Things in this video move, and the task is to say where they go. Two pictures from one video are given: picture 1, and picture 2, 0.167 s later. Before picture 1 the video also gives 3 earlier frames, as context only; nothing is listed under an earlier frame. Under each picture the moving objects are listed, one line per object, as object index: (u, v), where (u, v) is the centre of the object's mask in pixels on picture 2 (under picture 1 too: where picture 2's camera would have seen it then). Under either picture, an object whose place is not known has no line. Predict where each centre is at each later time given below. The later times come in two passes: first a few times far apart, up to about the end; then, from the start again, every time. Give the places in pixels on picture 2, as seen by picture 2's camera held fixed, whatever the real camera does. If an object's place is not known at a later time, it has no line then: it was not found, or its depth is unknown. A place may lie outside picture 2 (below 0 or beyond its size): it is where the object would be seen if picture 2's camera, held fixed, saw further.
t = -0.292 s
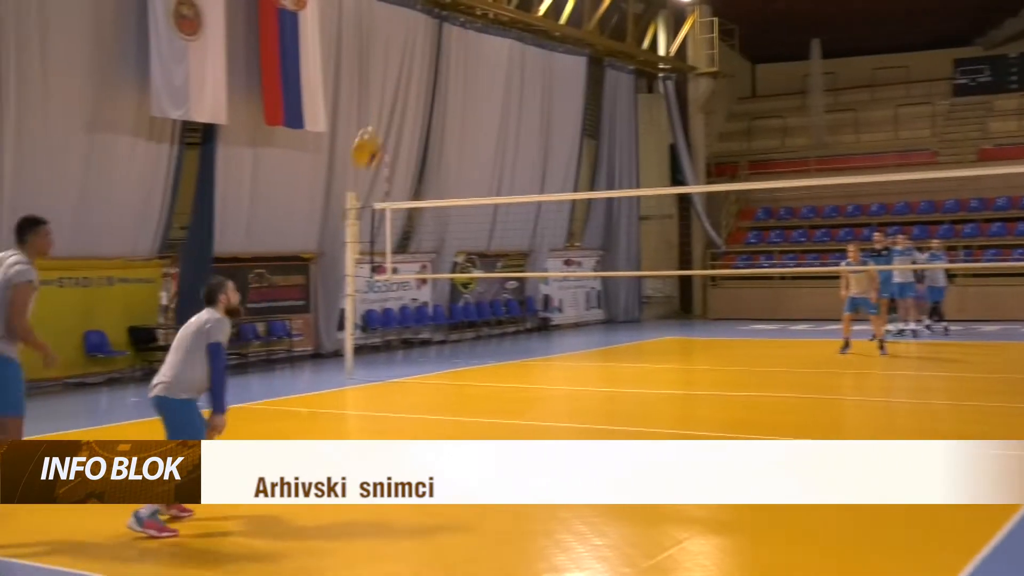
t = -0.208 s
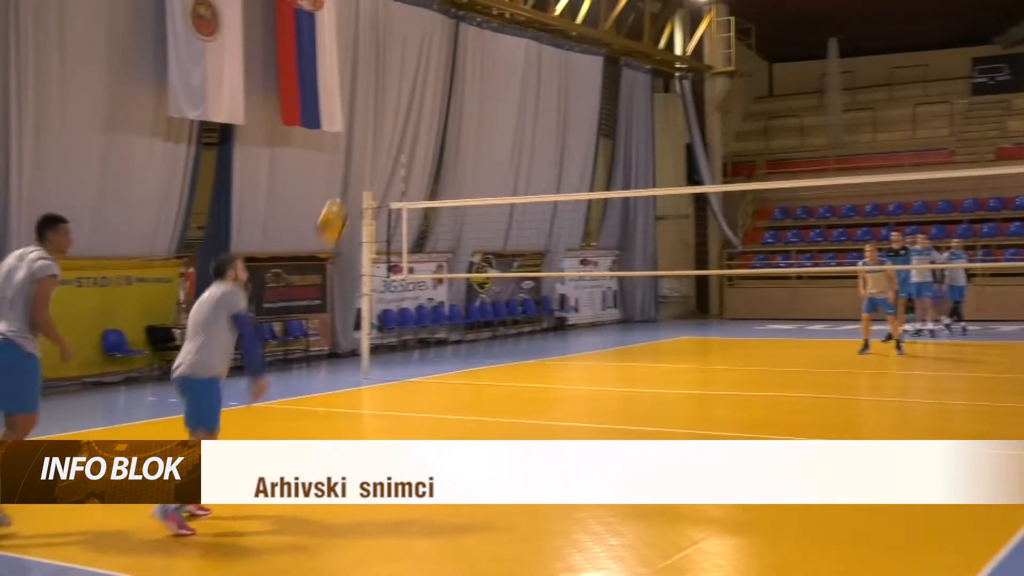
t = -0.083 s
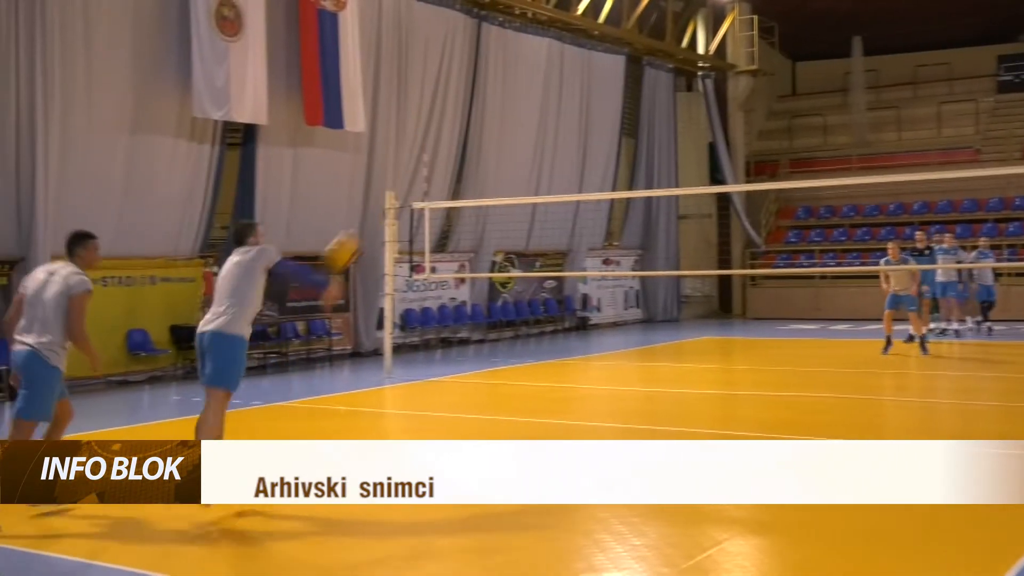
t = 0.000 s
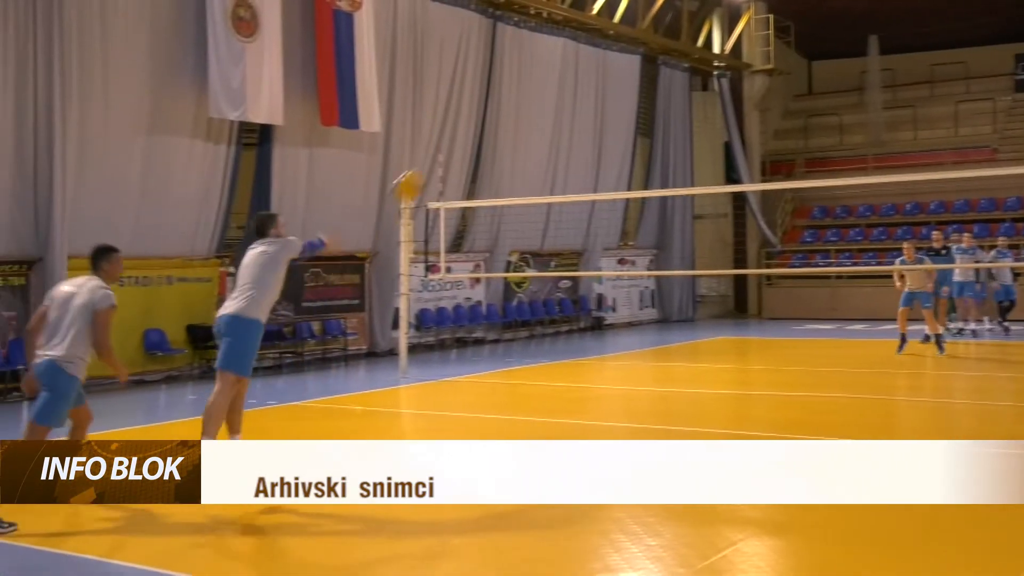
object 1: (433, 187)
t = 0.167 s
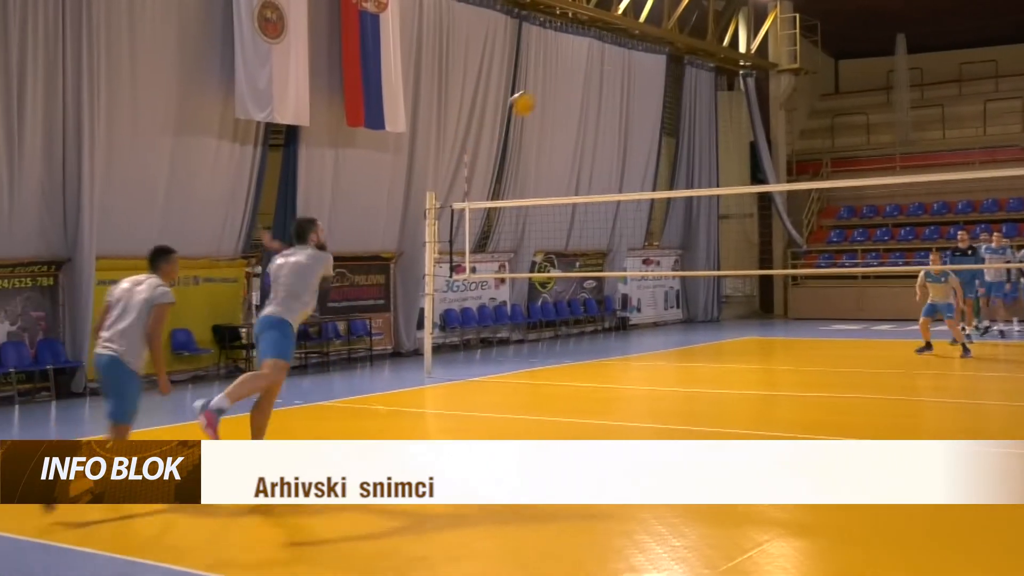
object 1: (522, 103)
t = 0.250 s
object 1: (554, 87)
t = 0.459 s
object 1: (618, 79)
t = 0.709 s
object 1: (679, 120)
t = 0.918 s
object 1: (714, 176)
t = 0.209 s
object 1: (538, 94)
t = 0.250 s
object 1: (554, 87)
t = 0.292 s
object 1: (568, 81)
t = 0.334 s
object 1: (581, 78)
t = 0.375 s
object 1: (594, 77)
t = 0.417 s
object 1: (606, 77)
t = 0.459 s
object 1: (618, 79)
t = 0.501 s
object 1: (628, 81)
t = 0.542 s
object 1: (638, 86)
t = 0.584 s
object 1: (649, 92)
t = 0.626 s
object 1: (663, 103)
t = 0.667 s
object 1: (671, 111)
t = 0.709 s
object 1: (679, 120)
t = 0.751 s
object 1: (687, 130)
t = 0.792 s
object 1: (694, 140)
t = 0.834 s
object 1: (701, 151)
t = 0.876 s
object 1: (708, 163)
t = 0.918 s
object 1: (714, 176)
